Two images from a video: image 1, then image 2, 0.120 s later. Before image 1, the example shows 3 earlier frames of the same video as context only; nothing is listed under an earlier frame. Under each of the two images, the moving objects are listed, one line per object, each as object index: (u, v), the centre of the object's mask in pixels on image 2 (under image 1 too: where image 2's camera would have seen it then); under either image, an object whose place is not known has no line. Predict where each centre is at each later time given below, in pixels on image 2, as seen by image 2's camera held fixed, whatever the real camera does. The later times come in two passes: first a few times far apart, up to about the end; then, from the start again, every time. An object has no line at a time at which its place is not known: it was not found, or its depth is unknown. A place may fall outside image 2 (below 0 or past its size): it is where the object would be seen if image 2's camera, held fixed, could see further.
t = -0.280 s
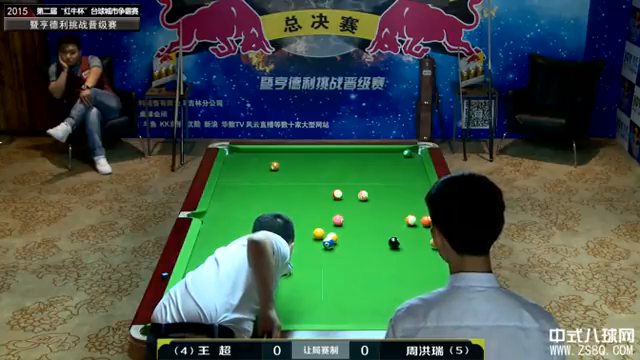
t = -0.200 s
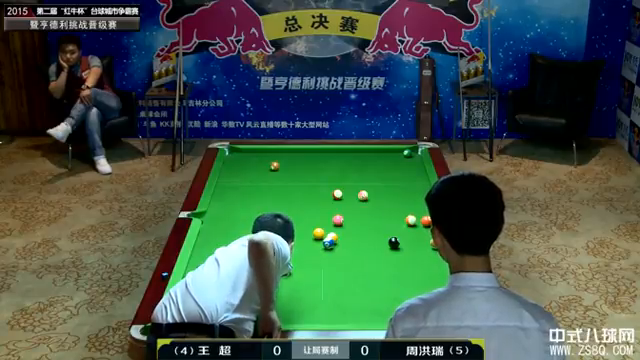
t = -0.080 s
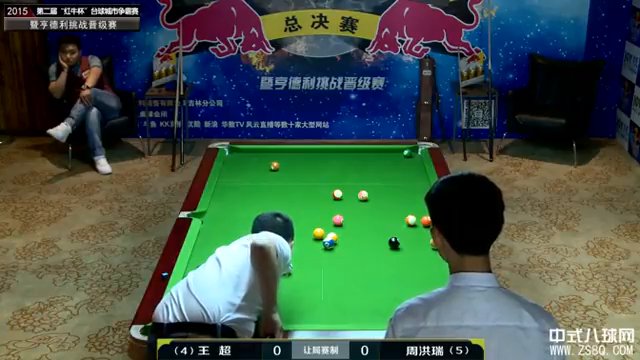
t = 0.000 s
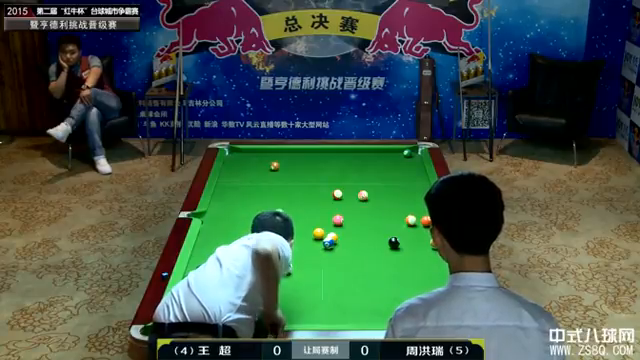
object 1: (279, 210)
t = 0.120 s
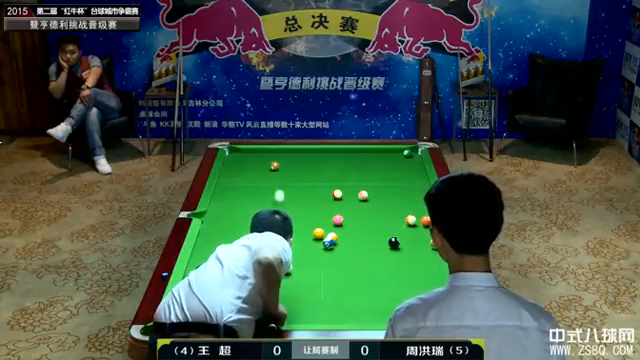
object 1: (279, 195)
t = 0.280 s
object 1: (280, 174)
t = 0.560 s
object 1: (314, 156)
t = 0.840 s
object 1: (346, 157)
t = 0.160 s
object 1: (279, 190)
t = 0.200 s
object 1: (280, 184)
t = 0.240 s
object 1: (280, 179)
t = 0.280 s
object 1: (280, 174)
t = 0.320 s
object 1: (280, 170)
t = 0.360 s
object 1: (284, 166)
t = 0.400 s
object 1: (291, 165)
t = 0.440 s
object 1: (297, 162)
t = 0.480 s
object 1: (303, 160)
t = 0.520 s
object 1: (309, 158)
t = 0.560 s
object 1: (314, 156)
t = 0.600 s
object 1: (319, 153)
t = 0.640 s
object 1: (323, 151)
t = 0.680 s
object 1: (329, 150)
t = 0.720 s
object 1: (333, 152)
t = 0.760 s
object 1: (337, 154)
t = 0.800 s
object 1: (342, 155)
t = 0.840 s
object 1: (346, 157)
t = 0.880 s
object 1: (351, 158)
